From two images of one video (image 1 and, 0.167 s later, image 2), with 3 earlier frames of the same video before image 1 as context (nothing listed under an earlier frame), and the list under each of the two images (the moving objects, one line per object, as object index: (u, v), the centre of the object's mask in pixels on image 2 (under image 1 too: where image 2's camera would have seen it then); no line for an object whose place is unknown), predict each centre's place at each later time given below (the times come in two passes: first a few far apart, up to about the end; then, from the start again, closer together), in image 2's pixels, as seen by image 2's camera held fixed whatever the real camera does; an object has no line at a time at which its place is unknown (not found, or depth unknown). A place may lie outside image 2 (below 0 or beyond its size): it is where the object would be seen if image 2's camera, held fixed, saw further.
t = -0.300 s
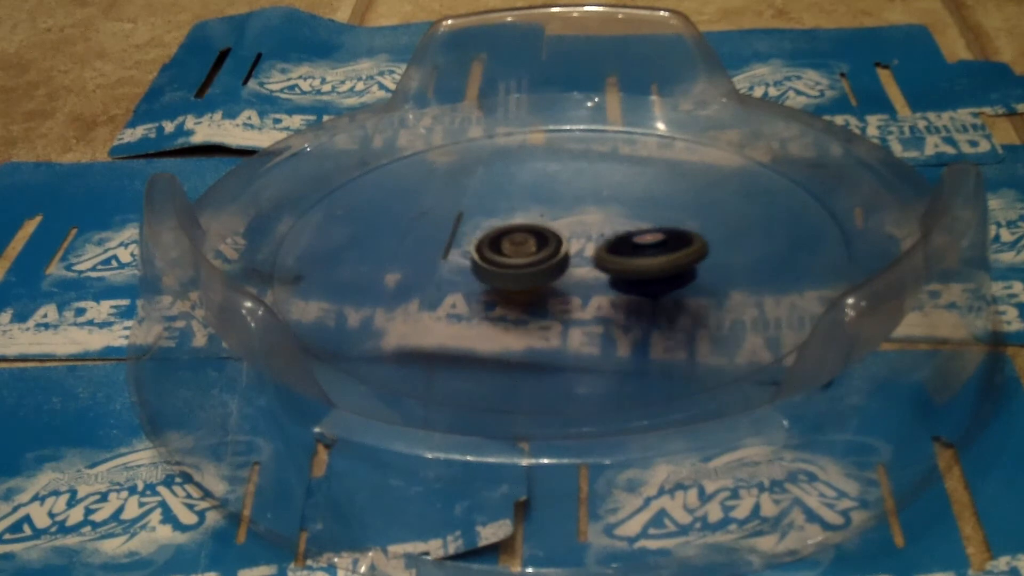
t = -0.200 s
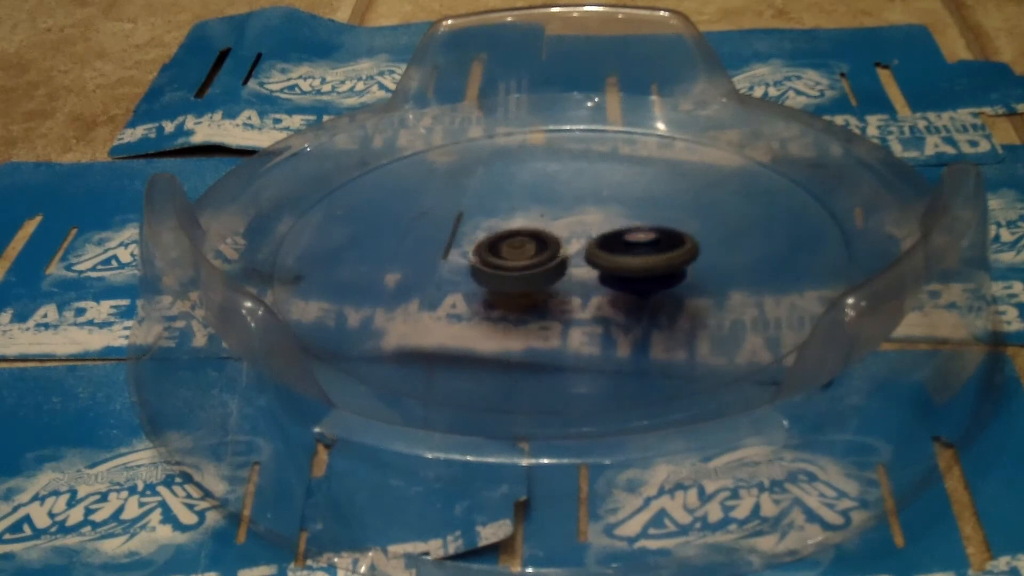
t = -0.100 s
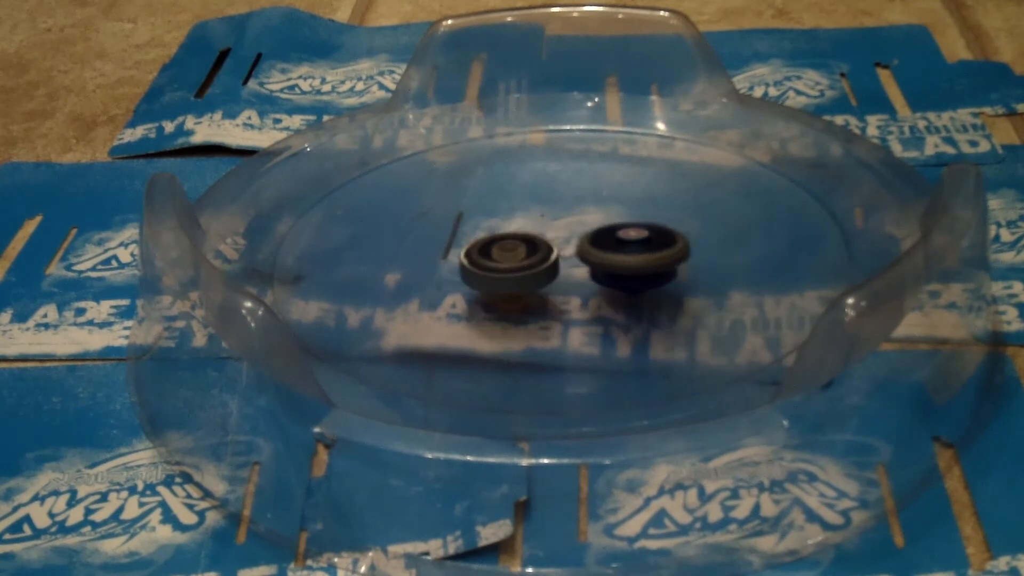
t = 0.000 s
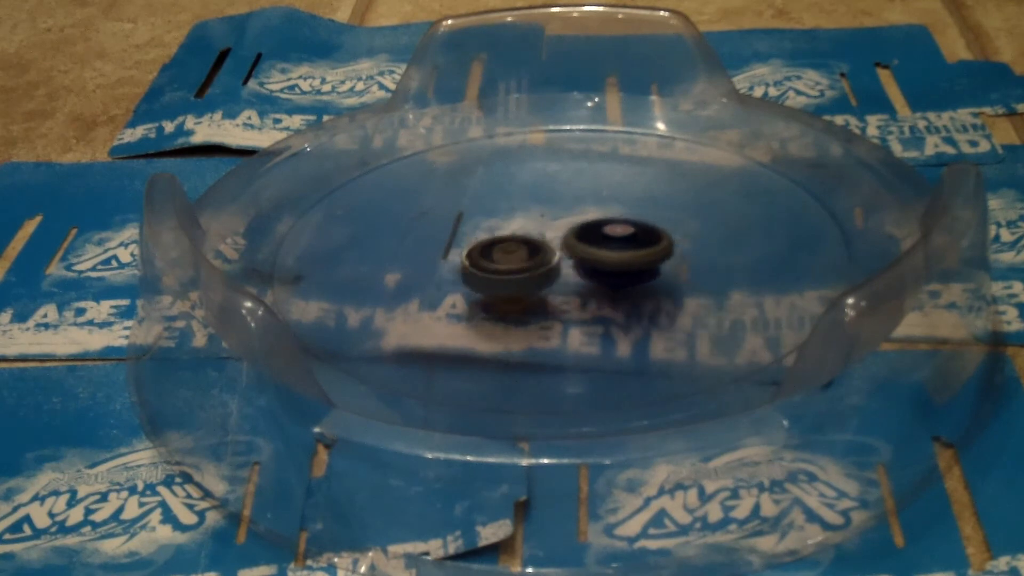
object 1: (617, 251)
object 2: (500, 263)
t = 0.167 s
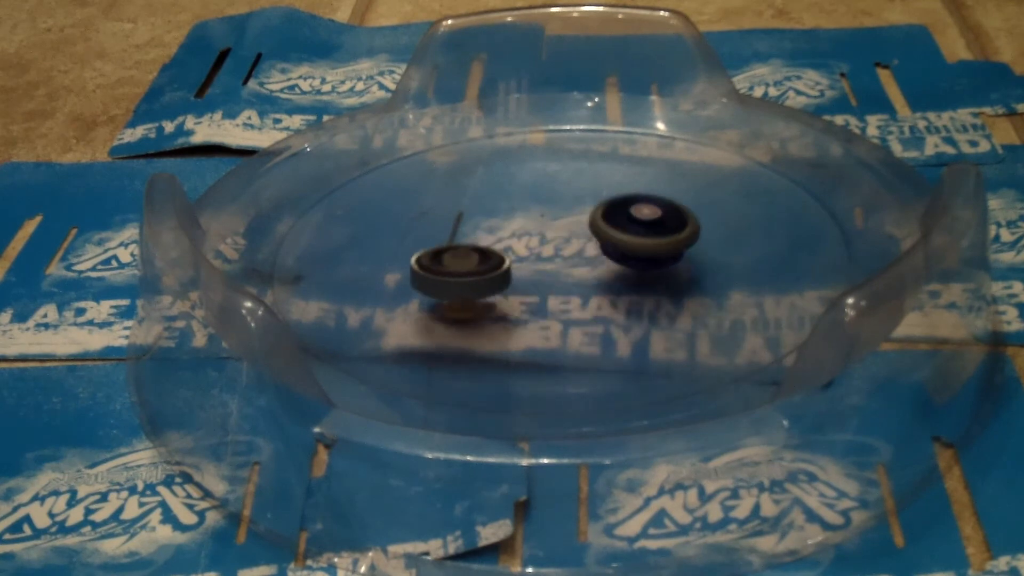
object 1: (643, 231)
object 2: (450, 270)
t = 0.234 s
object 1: (637, 225)
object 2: (450, 271)
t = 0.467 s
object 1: (617, 209)
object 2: (466, 268)
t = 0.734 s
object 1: (597, 200)
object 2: (496, 257)
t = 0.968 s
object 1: (591, 197)
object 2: (517, 247)
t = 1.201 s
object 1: (627, 156)
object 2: (478, 284)
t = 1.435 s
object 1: (611, 163)
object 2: (500, 291)
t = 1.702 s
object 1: (588, 190)
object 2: (522, 286)
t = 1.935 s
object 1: (560, 214)
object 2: (540, 278)
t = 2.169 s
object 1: (521, 224)
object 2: (553, 272)
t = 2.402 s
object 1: (479, 230)
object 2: (570, 269)
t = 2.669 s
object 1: (454, 224)
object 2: (576, 257)
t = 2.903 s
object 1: (453, 223)
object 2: (569, 248)
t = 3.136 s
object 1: (424, 210)
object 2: (620, 253)
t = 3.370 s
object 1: (398, 204)
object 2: (712, 246)
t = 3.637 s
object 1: (434, 228)
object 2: (667, 248)
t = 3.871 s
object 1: (466, 249)
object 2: (635, 255)
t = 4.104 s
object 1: (411, 257)
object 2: (627, 258)
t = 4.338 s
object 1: (378, 256)
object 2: (621, 252)
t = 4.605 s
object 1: (386, 264)
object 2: (561, 237)
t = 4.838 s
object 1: (410, 271)
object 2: (522, 224)
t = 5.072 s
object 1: (459, 275)
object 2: (519, 219)
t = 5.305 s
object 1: (511, 280)
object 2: (527, 216)
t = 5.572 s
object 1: (562, 289)
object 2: (543, 227)
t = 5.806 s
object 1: (586, 295)
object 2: (561, 238)
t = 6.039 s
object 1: (584, 309)
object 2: (578, 242)
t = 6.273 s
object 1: (566, 306)
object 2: (573, 245)
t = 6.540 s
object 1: (442, 351)
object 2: (610, 150)
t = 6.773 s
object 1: (462, 336)
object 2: (598, 162)
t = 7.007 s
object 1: (520, 307)
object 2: (549, 207)
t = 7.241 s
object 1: (567, 289)
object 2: (541, 222)
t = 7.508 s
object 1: (653, 292)
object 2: (537, 228)
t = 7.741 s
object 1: (672, 268)
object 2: (525, 235)
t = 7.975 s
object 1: (669, 267)
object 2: (510, 240)
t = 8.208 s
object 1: (642, 272)
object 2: (510, 240)
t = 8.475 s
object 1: (640, 273)
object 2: (485, 225)
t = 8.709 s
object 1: (629, 259)
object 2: (481, 219)
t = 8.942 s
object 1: (631, 245)
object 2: (504, 224)
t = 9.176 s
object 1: (652, 241)
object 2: (522, 229)
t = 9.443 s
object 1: (647, 246)
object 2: (532, 240)
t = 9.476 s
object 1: (655, 247)
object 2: (531, 242)
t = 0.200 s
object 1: (640, 228)
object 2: (450, 271)
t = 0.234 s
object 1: (637, 225)
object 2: (450, 271)
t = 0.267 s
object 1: (634, 223)
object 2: (451, 271)
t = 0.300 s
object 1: (631, 220)
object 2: (453, 271)
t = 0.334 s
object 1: (628, 218)
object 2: (454, 270)
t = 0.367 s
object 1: (625, 215)
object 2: (456, 269)
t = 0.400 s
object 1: (622, 213)
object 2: (459, 269)
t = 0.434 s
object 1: (620, 211)
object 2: (462, 268)
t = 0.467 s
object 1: (617, 209)
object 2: (466, 268)
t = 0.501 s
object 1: (614, 207)
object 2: (468, 267)
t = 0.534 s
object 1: (612, 205)
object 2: (470, 266)
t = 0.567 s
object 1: (609, 204)
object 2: (473, 265)
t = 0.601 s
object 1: (607, 203)
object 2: (476, 264)
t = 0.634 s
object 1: (604, 201)
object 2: (483, 264)
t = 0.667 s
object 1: (602, 200)
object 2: (486, 262)
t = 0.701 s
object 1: (600, 200)
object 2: (491, 259)
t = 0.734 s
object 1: (597, 200)
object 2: (496, 257)
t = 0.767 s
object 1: (595, 199)
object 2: (498, 254)
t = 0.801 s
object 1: (594, 200)
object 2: (506, 253)
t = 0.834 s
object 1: (592, 200)
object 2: (510, 251)
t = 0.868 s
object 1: (591, 199)
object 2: (515, 248)
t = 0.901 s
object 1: (590, 199)
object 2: (517, 246)
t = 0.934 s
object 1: (591, 197)
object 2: (516, 246)
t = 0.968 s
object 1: (591, 197)
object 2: (517, 247)
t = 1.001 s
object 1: (590, 197)
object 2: (519, 247)
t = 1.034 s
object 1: (589, 196)
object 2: (523, 247)
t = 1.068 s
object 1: (589, 196)
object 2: (526, 247)
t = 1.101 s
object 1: (602, 183)
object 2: (513, 257)
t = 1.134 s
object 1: (615, 168)
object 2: (496, 273)
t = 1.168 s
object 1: (624, 160)
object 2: (485, 278)
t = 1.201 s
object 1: (627, 156)
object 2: (478, 284)
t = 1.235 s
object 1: (626, 155)
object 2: (479, 287)
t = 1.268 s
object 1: (624, 154)
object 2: (482, 289)
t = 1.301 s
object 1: (621, 155)
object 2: (486, 290)
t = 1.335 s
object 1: (619, 156)
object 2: (489, 291)
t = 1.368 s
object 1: (616, 158)
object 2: (492, 292)
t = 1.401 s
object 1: (614, 160)
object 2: (496, 292)
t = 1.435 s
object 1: (611, 163)
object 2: (500, 291)
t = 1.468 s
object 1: (608, 166)
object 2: (504, 291)
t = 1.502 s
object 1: (606, 168)
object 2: (508, 291)
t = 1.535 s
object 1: (603, 171)
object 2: (510, 290)
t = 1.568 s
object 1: (601, 175)
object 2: (510, 289)
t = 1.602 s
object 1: (598, 178)
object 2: (517, 289)
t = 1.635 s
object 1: (595, 183)
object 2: (518, 288)
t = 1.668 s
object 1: (592, 187)
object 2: (521, 287)
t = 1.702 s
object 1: (588, 190)
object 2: (522, 286)
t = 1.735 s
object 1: (585, 194)
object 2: (524, 285)
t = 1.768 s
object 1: (581, 198)
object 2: (526, 284)
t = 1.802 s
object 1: (578, 202)
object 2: (529, 283)
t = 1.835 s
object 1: (574, 206)
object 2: (532, 281)
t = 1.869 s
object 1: (569, 209)
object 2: (535, 280)
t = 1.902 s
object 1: (565, 212)
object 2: (538, 279)
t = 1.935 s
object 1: (560, 214)
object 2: (540, 278)
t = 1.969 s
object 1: (556, 216)
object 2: (543, 276)
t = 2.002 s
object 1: (551, 217)
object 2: (546, 274)
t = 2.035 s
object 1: (545, 219)
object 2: (548, 274)
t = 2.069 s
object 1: (539, 219)
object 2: (551, 275)
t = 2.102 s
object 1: (534, 220)
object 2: (553, 275)
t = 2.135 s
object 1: (527, 222)
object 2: (555, 274)
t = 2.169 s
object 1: (521, 224)
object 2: (553, 272)
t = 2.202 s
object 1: (514, 227)
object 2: (555, 271)
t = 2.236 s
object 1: (506, 228)
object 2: (558, 273)
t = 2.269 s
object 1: (501, 229)
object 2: (561, 273)
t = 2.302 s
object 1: (495, 231)
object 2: (563, 273)
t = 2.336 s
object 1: (490, 232)
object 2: (566, 272)
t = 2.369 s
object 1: (485, 232)
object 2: (568, 271)
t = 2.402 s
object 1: (479, 230)
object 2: (570, 269)
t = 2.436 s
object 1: (475, 228)
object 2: (572, 268)
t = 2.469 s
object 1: (470, 229)
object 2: (573, 266)
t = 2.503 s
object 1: (467, 229)
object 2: (574, 265)
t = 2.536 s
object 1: (464, 228)
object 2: (575, 264)
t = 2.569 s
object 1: (461, 226)
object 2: (575, 261)
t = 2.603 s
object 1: (458, 225)
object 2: (575, 260)
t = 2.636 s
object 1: (456, 225)
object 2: (575, 258)
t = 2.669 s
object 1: (454, 224)
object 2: (576, 257)
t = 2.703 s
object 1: (452, 224)
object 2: (575, 255)
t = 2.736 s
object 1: (452, 223)
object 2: (574, 254)
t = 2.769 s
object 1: (451, 223)
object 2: (574, 252)
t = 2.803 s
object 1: (451, 223)
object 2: (573, 251)
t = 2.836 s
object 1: (452, 222)
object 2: (572, 250)
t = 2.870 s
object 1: (452, 223)
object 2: (571, 249)
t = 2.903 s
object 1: (453, 223)
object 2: (569, 248)
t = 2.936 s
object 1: (454, 224)
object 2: (568, 247)
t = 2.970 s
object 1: (456, 224)
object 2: (566, 245)
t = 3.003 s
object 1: (458, 225)
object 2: (564, 245)
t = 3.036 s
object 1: (462, 226)
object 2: (563, 244)
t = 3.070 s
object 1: (465, 227)
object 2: (562, 243)
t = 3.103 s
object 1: (461, 225)
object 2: (577, 244)
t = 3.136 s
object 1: (424, 210)
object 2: (620, 253)
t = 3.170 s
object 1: (403, 199)
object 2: (654, 257)
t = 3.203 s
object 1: (393, 195)
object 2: (678, 256)
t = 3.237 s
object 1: (390, 195)
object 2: (697, 255)
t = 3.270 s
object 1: (391, 196)
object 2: (709, 252)
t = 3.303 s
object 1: (393, 198)
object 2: (710, 249)
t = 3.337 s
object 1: (396, 201)
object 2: (712, 247)
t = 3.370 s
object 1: (398, 204)
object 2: (712, 246)
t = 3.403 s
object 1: (402, 206)
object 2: (711, 246)
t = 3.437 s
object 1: (406, 209)
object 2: (706, 246)
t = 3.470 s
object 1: (411, 212)
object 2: (700, 247)
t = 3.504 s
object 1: (415, 215)
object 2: (692, 247)
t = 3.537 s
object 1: (419, 219)
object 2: (684, 248)
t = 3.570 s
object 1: (424, 222)
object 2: (678, 248)
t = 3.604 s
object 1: (429, 225)
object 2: (672, 248)
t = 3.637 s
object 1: (434, 228)
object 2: (667, 248)
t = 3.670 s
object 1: (439, 231)
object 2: (662, 249)
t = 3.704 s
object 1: (444, 234)
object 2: (658, 249)
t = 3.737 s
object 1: (448, 237)
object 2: (653, 250)
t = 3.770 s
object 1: (452, 240)
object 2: (648, 251)
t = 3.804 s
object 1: (457, 244)
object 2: (642, 252)
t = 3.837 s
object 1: (462, 247)
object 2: (643, 254)
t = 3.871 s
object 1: (466, 249)
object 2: (635, 255)
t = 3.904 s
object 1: (470, 253)
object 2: (627, 256)
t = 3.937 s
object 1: (474, 257)
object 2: (609, 255)
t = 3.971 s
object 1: (478, 260)
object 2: (606, 258)
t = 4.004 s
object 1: (482, 263)
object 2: (596, 259)
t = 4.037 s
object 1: (470, 258)
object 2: (597, 259)
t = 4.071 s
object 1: (435, 259)
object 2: (615, 258)
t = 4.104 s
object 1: (411, 257)
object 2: (627, 258)
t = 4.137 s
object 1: (390, 258)
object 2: (635, 258)
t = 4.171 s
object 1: (379, 257)
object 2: (640, 258)
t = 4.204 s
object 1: (375, 257)
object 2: (640, 257)
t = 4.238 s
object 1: (373, 250)
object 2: (637, 256)
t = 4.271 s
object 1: (375, 252)
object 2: (628, 254)
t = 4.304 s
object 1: (376, 254)
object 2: (622, 252)
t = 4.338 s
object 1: (378, 256)
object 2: (621, 252)
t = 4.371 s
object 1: (379, 257)
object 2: (615, 251)
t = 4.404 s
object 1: (380, 259)
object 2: (607, 249)
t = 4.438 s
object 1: (380, 259)
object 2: (599, 247)
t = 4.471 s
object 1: (382, 261)
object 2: (591, 245)
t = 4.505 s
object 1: (383, 261)
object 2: (583, 243)
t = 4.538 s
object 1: (384, 262)
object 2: (575, 241)
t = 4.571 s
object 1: (385, 263)
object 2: (568, 239)
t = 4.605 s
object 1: (386, 264)
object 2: (561, 237)
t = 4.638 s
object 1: (387, 264)
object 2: (555, 235)
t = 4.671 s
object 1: (389, 265)
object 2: (549, 233)
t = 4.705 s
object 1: (392, 265)
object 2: (543, 231)
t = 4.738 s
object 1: (395, 270)
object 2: (538, 229)
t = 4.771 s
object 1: (399, 270)
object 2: (533, 228)
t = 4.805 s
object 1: (404, 270)
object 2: (530, 227)
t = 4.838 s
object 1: (410, 271)
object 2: (522, 224)
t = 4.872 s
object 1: (417, 271)
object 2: (520, 223)
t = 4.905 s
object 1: (423, 272)
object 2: (518, 222)
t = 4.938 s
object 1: (431, 272)
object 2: (517, 221)
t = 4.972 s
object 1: (437, 273)
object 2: (517, 221)
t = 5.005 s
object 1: (445, 273)
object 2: (517, 220)
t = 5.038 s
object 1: (452, 274)
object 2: (518, 220)
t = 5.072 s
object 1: (459, 275)
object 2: (519, 219)
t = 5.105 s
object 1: (467, 275)
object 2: (520, 218)
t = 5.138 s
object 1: (474, 275)
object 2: (521, 217)
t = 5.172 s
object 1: (482, 275)
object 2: (522, 215)
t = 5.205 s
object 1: (489, 276)
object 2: (523, 215)
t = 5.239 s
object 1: (497, 277)
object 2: (525, 215)
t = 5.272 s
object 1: (504, 278)
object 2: (526, 215)
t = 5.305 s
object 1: (511, 280)
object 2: (527, 216)
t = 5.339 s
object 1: (518, 280)
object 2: (529, 217)
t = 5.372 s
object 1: (526, 282)
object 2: (530, 218)
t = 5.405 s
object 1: (532, 282)
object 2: (531, 219)
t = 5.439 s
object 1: (539, 285)
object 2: (534, 221)
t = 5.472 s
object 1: (545, 285)
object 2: (536, 222)
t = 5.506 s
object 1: (551, 287)
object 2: (539, 223)
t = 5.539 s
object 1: (557, 288)
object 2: (541, 225)
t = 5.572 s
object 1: (562, 289)
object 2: (543, 227)
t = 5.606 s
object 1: (566, 289)
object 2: (546, 228)
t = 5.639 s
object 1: (571, 291)
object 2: (549, 230)
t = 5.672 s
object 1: (575, 291)
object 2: (551, 231)
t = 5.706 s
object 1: (578, 292)
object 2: (554, 233)
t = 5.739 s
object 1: (581, 293)
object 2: (556, 235)
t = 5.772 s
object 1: (583, 294)
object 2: (559, 236)
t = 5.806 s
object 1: (586, 295)
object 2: (561, 238)
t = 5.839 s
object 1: (587, 296)
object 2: (564, 239)
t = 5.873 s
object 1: (588, 297)
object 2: (566, 241)
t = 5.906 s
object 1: (589, 298)
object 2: (568, 243)
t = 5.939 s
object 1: (588, 302)
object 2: (570, 242)
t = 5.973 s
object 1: (587, 307)
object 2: (578, 242)
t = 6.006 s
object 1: (585, 308)
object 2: (578, 242)
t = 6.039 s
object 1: (584, 309)
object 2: (578, 242)
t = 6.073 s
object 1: (582, 309)
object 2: (576, 242)
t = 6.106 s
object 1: (580, 309)
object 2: (576, 242)
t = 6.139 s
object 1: (578, 309)
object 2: (575, 243)
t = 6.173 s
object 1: (576, 309)
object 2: (575, 243)
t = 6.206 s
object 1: (572, 308)
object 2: (574, 244)
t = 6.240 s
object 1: (569, 307)
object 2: (574, 244)
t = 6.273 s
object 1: (566, 306)
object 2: (573, 245)
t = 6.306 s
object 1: (563, 304)
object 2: (571, 245)
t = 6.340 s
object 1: (560, 303)
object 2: (571, 245)
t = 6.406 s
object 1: (533, 315)
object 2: (584, 228)
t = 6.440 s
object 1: (508, 330)
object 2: (598, 202)
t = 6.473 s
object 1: (480, 342)
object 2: (608, 177)
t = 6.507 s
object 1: (456, 349)
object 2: (612, 161)
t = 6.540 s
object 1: (442, 351)
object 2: (610, 150)
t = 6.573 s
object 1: (437, 351)
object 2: (608, 144)
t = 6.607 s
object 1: (439, 350)
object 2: (604, 142)
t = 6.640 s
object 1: (442, 348)
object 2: (601, 143)
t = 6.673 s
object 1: (446, 345)
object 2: (598, 146)
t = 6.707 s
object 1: (451, 342)
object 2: (598, 150)
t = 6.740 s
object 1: (456, 339)
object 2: (597, 156)
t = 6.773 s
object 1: (462, 336)
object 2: (598, 162)
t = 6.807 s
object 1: (470, 332)
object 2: (593, 166)
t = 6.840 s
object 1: (477, 329)
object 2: (590, 175)
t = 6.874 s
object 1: (486, 325)
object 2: (585, 183)
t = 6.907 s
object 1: (495, 321)
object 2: (578, 191)
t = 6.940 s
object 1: (504, 316)
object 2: (568, 198)
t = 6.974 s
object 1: (512, 313)
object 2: (558, 204)
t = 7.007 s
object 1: (520, 307)
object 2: (549, 207)
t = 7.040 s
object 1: (527, 303)
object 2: (543, 210)
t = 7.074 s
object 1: (534, 300)
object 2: (541, 212)
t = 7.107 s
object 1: (541, 298)
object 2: (540, 213)
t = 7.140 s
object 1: (548, 295)
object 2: (540, 214)
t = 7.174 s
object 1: (555, 294)
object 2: (540, 216)
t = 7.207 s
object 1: (561, 292)
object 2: (540, 219)
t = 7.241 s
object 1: (567, 289)
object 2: (541, 222)
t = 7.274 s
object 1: (572, 288)
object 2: (542, 226)
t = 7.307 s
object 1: (578, 287)
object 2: (540, 231)
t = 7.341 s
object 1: (586, 290)
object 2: (540, 233)
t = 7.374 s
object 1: (600, 296)
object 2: (537, 232)
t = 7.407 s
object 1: (611, 298)
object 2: (537, 230)
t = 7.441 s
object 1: (626, 299)
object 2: (537, 228)
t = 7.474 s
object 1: (640, 296)
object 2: (538, 228)
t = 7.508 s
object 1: (653, 292)
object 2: (537, 228)
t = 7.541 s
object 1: (663, 287)
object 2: (537, 228)
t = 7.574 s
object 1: (669, 282)
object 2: (536, 229)
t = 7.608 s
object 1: (672, 278)
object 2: (535, 230)
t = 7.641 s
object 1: (673, 274)
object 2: (533, 232)
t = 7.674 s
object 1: (672, 272)
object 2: (531, 233)
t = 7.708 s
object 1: (672, 270)
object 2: (528, 234)
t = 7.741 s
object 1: (672, 268)
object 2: (525, 235)
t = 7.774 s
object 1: (672, 267)
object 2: (523, 236)
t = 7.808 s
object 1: (672, 266)
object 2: (520, 238)
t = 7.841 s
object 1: (672, 266)
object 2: (517, 238)
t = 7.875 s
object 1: (672, 266)
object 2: (515, 239)
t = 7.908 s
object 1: (671, 266)
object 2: (513, 239)
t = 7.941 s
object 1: (671, 266)
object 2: (511, 240)
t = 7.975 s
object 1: (669, 267)
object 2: (510, 240)
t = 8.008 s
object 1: (667, 268)
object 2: (509, 240)
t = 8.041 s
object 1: (664, 268)
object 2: (509, 240)
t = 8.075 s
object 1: (660, 269)
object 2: (509, 241)
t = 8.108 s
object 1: (656, 270)
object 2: (508, 240)
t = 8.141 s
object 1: (652, 271)
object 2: (509, 240)
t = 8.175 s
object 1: (647, 272)
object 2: (510, 240)
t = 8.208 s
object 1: (642, 272)
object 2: (510, 240)
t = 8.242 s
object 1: (637, 272)
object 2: (511, 240)
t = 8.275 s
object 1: (631, 273)
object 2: (511, 240)
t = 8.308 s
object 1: (625, 272)
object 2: (512, 240)
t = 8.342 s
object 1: (621, 271)
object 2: (512, 240)
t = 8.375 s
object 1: (618, 270)
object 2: (513, 239)
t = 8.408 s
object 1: (629, 272)
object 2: (504, 235)
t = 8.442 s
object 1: (638, 273)
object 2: (491, 229)
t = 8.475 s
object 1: (640, 273)
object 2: (485, 225)
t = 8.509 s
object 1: (638, 272)
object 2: (475, 220)
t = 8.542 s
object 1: (634, 270)
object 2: (472, 218)
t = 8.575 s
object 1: (632, 267)
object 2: (472, 217)
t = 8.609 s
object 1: (631, 265)
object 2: (472, 217)
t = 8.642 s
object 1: (630, 263)
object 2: (475, 217)
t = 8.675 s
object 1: (629, 261)
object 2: (478, 217)
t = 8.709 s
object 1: (629, 259)
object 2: (481, 219)
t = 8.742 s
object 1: (628, 257)
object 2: (483, 220)
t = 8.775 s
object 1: (628, 254)
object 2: (489, 222)
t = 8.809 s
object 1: (629, 253)
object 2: (492, 223)
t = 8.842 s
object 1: (629, 250)
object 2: (495, 223)
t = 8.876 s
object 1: (629, 248)
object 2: (495, 222)
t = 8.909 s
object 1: (630, 247)
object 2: (499, 223)
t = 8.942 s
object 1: (631, 245)
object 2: (504, 224)
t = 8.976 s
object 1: (631, 243)
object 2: (510, 225)
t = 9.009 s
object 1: (632, 242)
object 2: (516, 226)
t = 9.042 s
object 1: (633, 240)
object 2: (523, 228)
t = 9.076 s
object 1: (637, 239)
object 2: (526, 229)
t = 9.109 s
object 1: (639, 239)
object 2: (529, 230)
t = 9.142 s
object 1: (648, 240)
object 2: (526, 230)
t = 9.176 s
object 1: (652, 241)
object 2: (522, 229)
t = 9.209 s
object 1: (653, 242)
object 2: (525, 231)
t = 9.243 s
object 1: (654, 242)
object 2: (526, 231)
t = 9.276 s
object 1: (654, 242)
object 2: (524, 231)
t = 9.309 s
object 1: (653, 242)
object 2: (527, 234)
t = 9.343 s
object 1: (652, 243)
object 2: (528, 235)
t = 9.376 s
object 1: (651, 244)
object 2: (528, 236)
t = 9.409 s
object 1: (649, 245)
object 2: (530, 239)
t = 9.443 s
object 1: (647, 246)
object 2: (532, 240)
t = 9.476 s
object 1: (655, 247)
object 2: (531, 242)
